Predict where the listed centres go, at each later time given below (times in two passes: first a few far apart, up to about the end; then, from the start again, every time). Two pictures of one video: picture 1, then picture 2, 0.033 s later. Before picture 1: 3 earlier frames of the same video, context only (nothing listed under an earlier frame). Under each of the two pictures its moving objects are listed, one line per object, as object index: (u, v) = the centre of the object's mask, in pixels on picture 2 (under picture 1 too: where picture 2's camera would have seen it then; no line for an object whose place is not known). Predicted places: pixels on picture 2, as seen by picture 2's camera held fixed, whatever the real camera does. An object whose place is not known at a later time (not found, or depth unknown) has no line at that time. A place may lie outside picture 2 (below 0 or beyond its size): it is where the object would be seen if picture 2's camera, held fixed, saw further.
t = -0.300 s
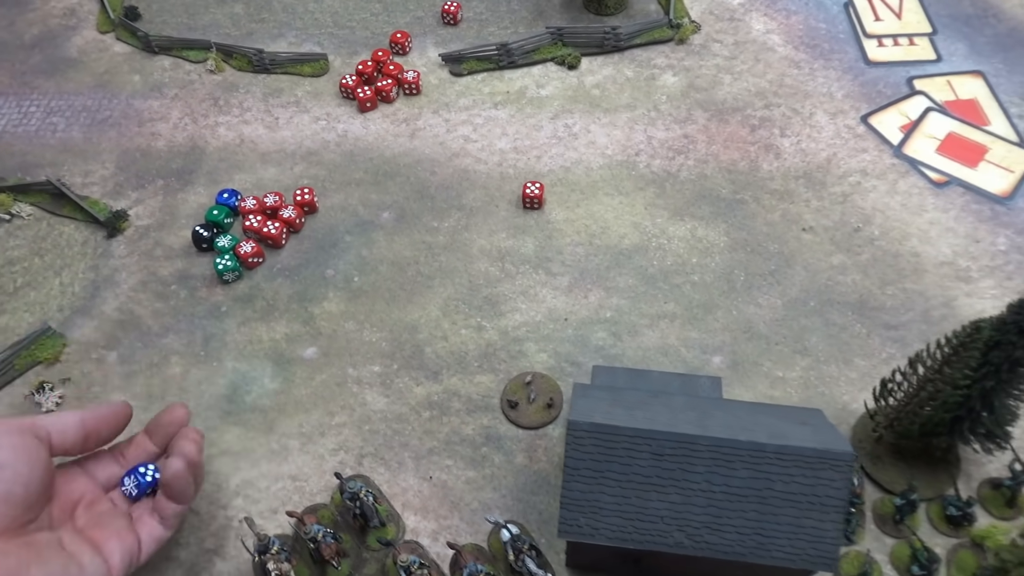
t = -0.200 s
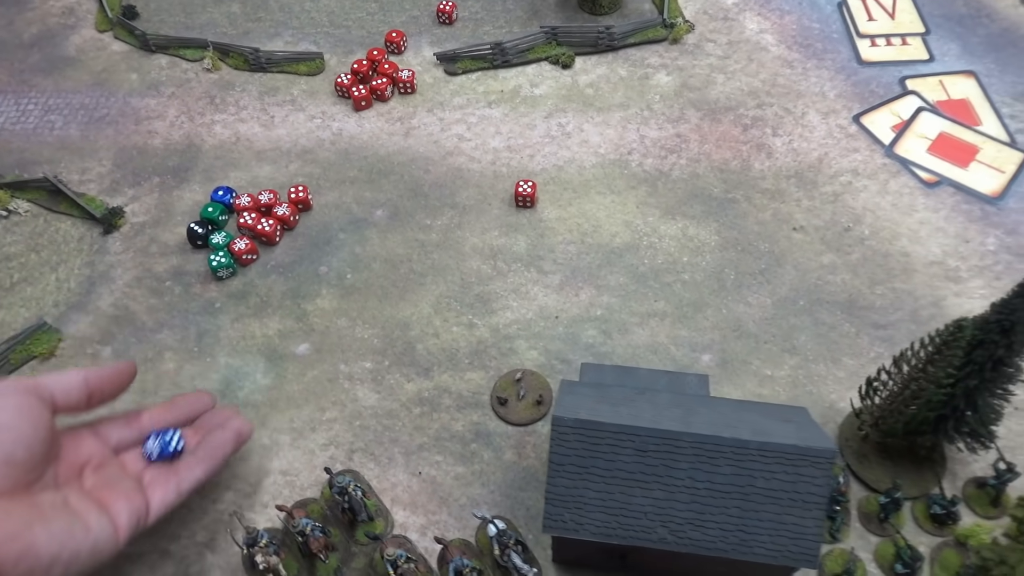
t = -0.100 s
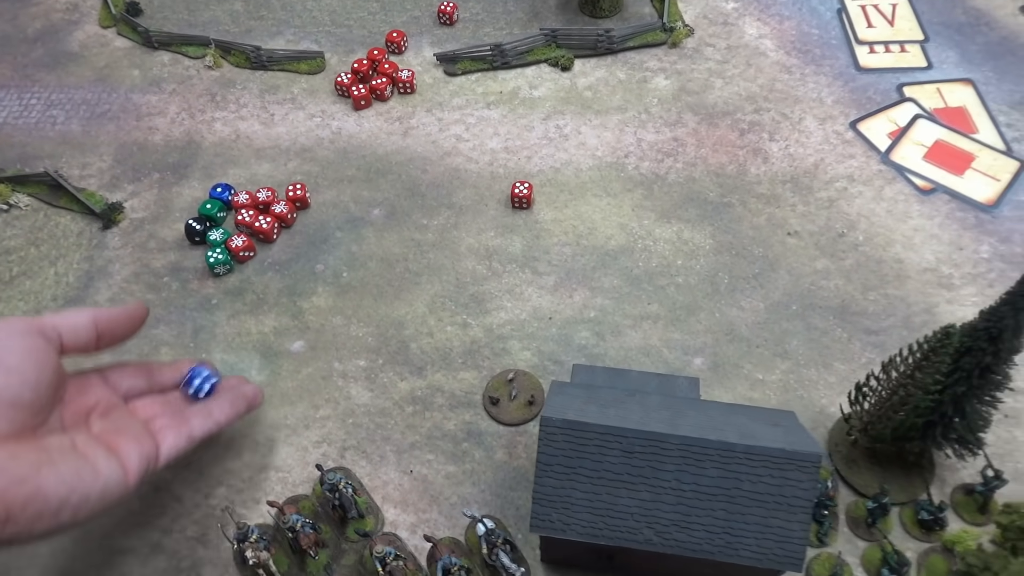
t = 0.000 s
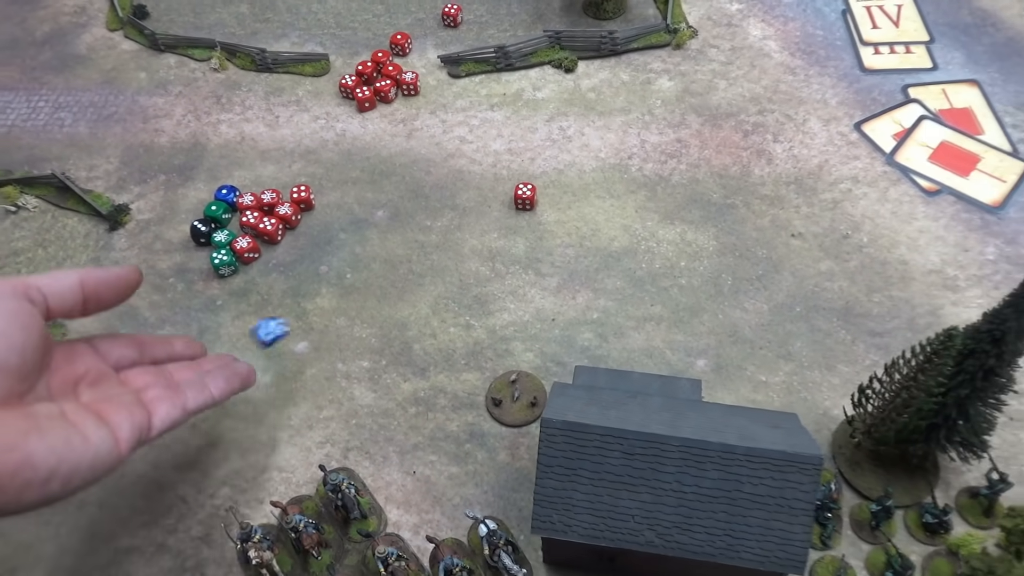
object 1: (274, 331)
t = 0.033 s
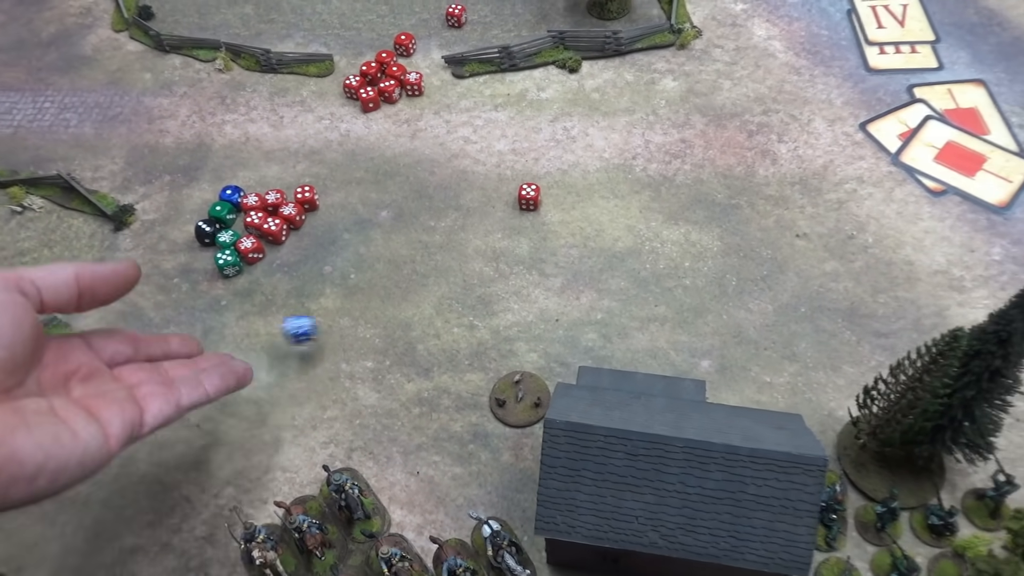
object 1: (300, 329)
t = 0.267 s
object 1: (428, 246)
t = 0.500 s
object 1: (503, 163)
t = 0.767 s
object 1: (559, 108)
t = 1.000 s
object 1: (537, 87)
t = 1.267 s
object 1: (543, 92)
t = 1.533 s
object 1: (543, 92)
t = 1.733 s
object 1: (543, 92)
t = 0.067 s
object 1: (322, 323)
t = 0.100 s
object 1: (336, 296)
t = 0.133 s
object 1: (356, 281)
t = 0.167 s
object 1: (377, 275)
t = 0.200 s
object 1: (395, 265)
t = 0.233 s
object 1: (410, 248)
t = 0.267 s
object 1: (428, 246)
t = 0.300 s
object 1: (441, 233)
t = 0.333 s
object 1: (455, 222)
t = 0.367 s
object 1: (466, 210)
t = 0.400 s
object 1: (477, 197)
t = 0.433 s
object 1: (489, 185)
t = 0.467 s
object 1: (497, 174)
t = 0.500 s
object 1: (503, 163)
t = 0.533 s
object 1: (510, 155)
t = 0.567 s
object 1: (519, 146)
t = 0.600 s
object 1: (527, 140)
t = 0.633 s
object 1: (538, 133)
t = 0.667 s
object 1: (545, 127)
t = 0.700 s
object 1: (552, 120)
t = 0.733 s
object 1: (556, 115)
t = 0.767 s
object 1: (559, 108)
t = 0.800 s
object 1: (559, 103)
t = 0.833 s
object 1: (556, 98)
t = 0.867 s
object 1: (553, 93)
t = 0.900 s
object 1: (550, 90)
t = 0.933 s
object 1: (546, 87)
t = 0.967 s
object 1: (541, 86)
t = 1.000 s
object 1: (537, 87)
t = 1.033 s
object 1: (535, 88)
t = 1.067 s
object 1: (534, 89)
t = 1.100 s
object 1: (534, 90)
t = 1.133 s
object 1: (535, 91)
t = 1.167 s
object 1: (539, 92)
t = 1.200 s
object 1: (543, 92)
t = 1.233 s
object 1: (545, 91)
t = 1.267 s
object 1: (543, 92)
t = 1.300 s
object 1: (541, 93)
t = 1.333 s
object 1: (542, 93)
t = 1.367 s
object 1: (543, 92)
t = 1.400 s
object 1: (542, 93)
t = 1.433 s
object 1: (543, 93)
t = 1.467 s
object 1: (543, 92)
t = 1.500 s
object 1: (543, 92)
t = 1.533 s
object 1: (543, 92)
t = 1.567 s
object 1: (543, 92)
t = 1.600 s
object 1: (543, 92)
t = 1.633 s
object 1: (543, 92)
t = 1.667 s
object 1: (543, 92)
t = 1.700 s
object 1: (543, 92)
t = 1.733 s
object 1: (543, 92)
